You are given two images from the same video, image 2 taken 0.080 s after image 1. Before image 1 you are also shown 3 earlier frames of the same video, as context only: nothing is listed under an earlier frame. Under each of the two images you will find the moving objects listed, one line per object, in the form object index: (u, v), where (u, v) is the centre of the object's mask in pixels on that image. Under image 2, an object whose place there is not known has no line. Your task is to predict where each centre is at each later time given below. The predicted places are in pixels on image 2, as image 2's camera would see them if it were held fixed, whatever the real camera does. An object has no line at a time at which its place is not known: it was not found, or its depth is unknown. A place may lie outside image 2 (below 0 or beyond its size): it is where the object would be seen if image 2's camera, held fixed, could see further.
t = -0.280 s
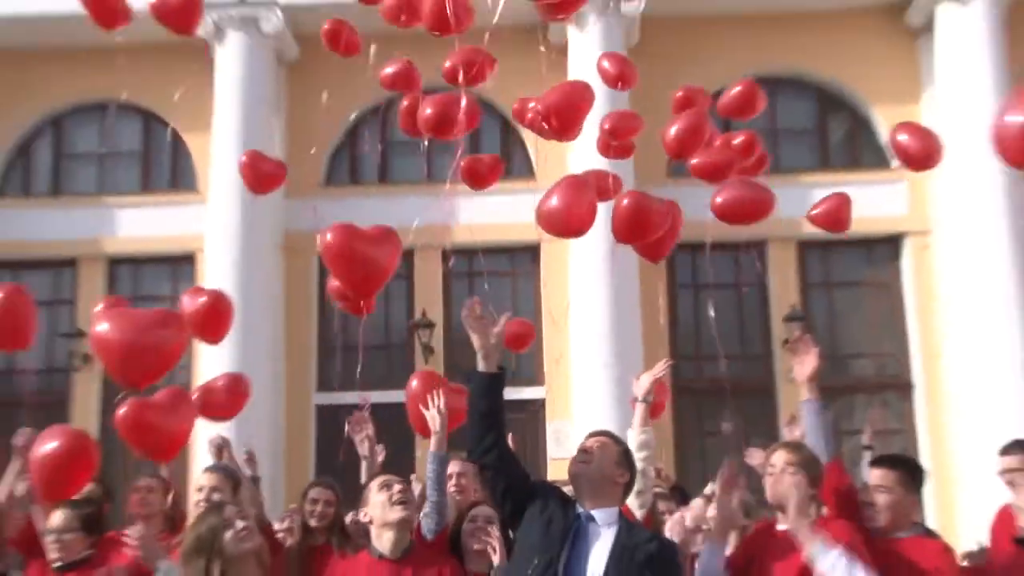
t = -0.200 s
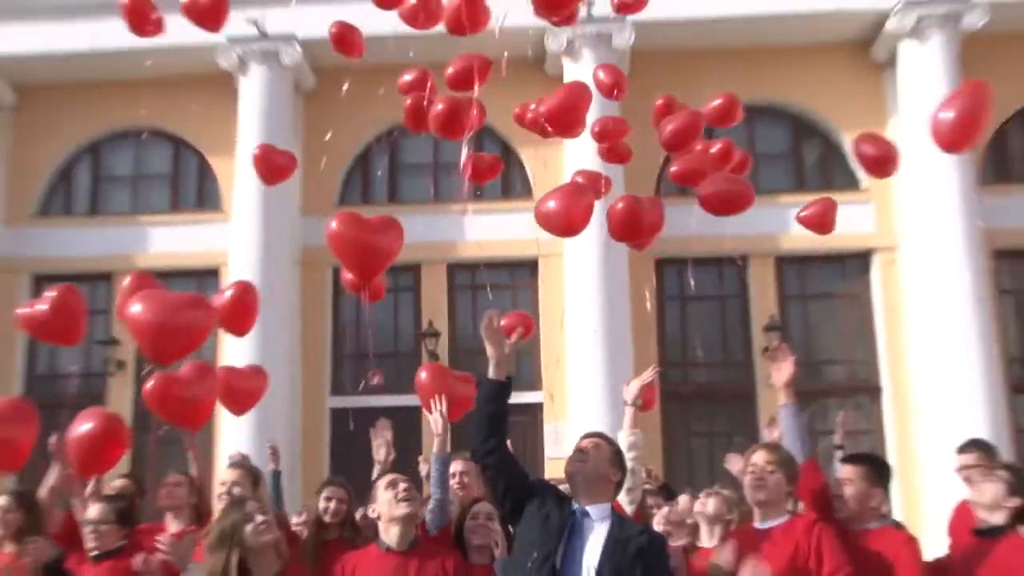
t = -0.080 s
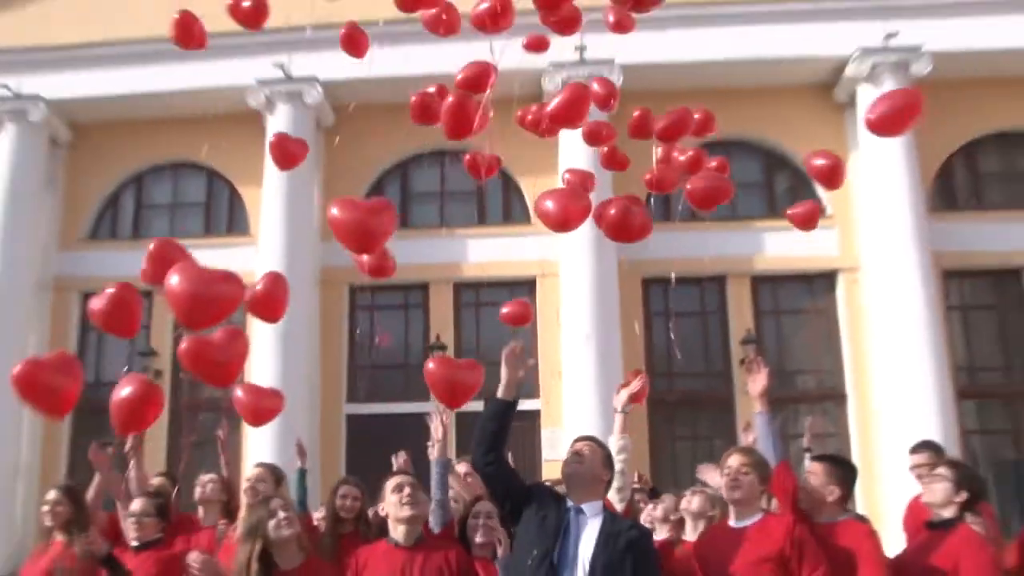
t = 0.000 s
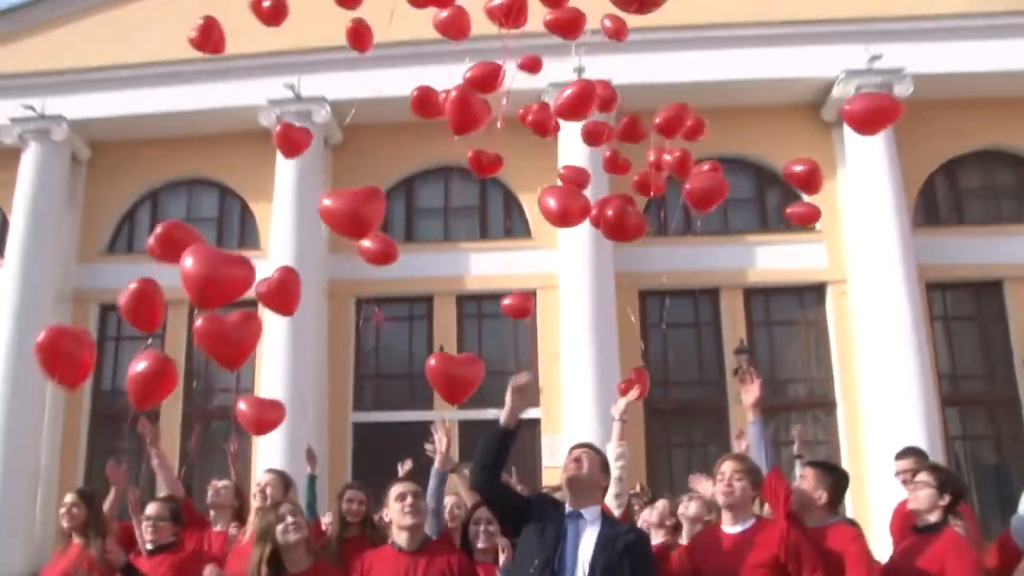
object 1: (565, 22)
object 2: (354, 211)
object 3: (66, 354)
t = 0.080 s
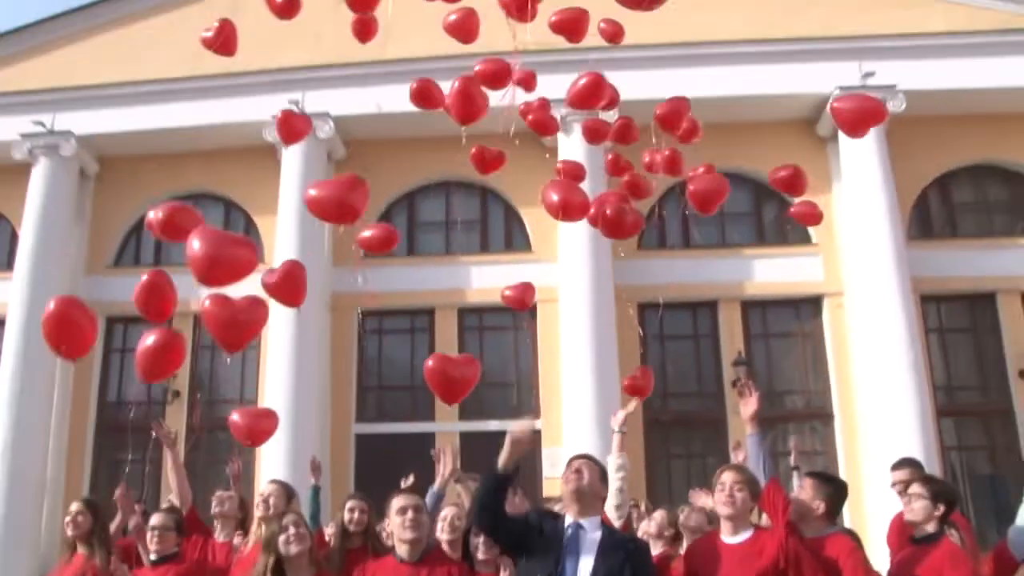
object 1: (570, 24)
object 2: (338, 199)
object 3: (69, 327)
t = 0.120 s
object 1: (573, 16)
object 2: (330, 187)
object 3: (68, 308)
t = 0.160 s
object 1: (575, 8)
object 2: (321, 175)
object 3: (66, 289)
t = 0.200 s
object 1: (578, 0)
